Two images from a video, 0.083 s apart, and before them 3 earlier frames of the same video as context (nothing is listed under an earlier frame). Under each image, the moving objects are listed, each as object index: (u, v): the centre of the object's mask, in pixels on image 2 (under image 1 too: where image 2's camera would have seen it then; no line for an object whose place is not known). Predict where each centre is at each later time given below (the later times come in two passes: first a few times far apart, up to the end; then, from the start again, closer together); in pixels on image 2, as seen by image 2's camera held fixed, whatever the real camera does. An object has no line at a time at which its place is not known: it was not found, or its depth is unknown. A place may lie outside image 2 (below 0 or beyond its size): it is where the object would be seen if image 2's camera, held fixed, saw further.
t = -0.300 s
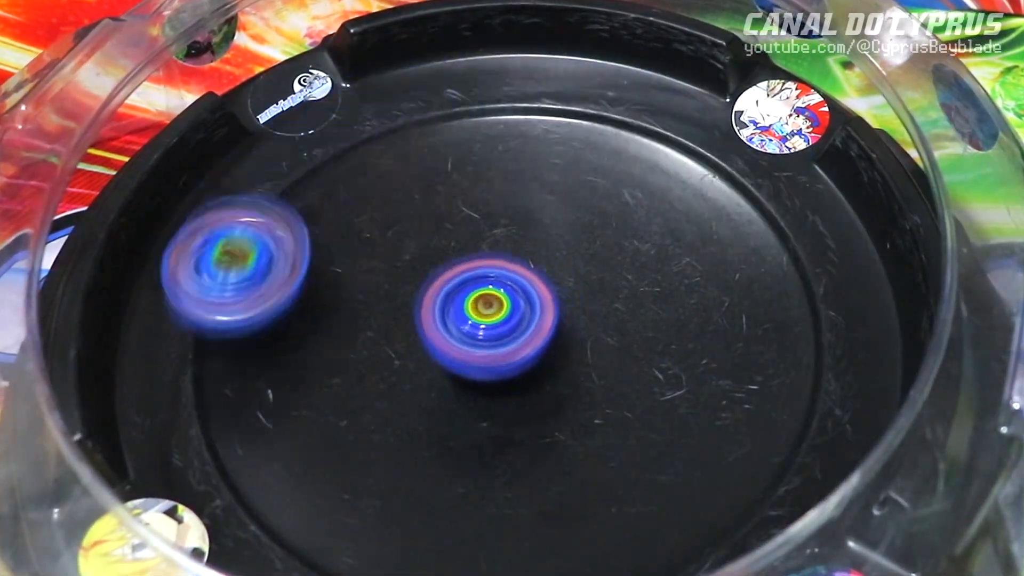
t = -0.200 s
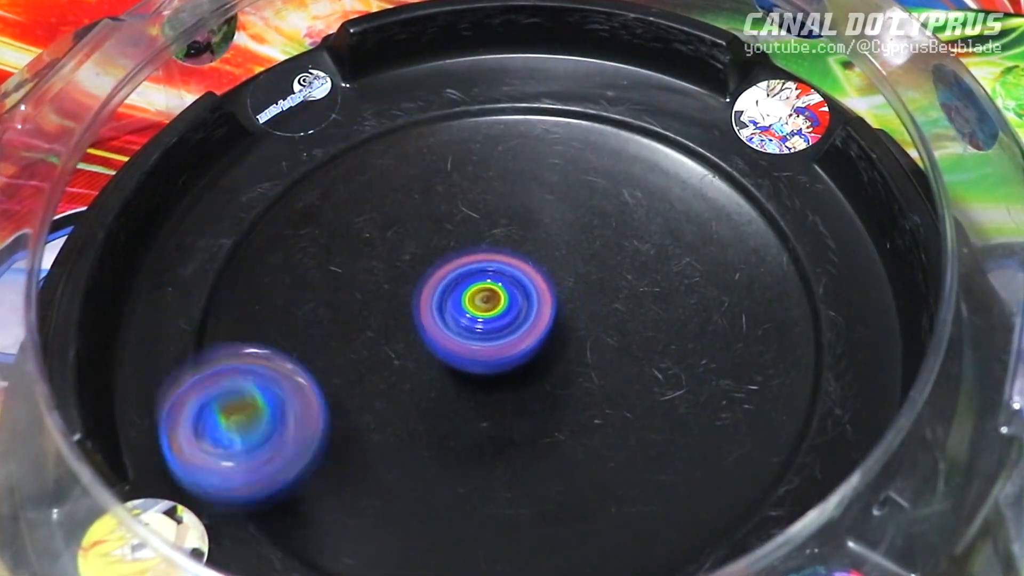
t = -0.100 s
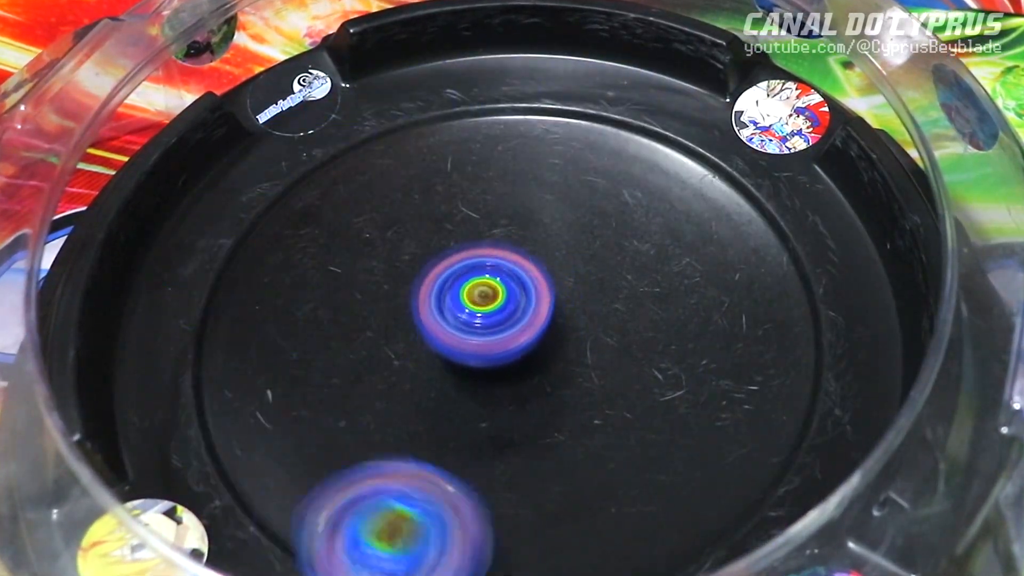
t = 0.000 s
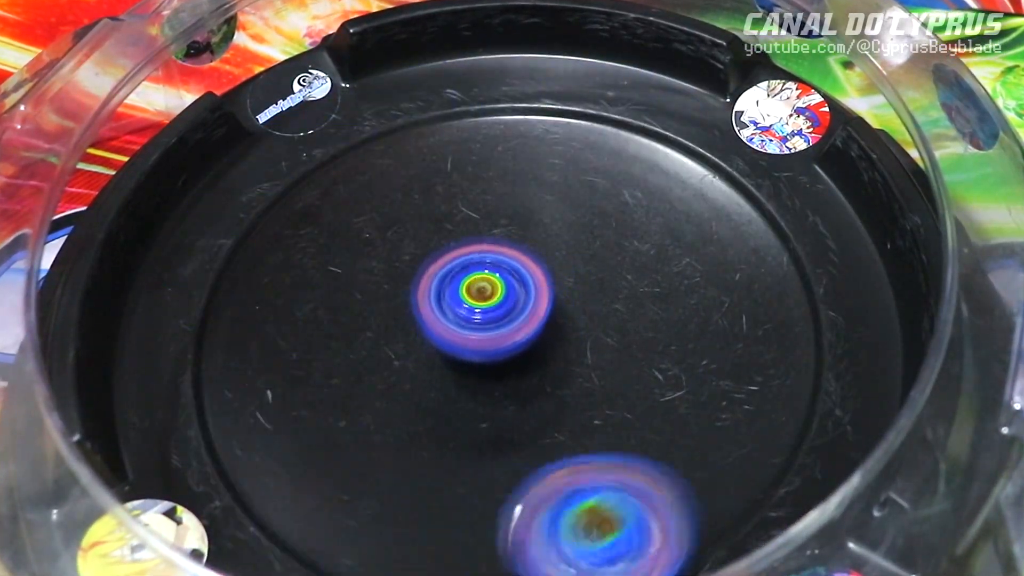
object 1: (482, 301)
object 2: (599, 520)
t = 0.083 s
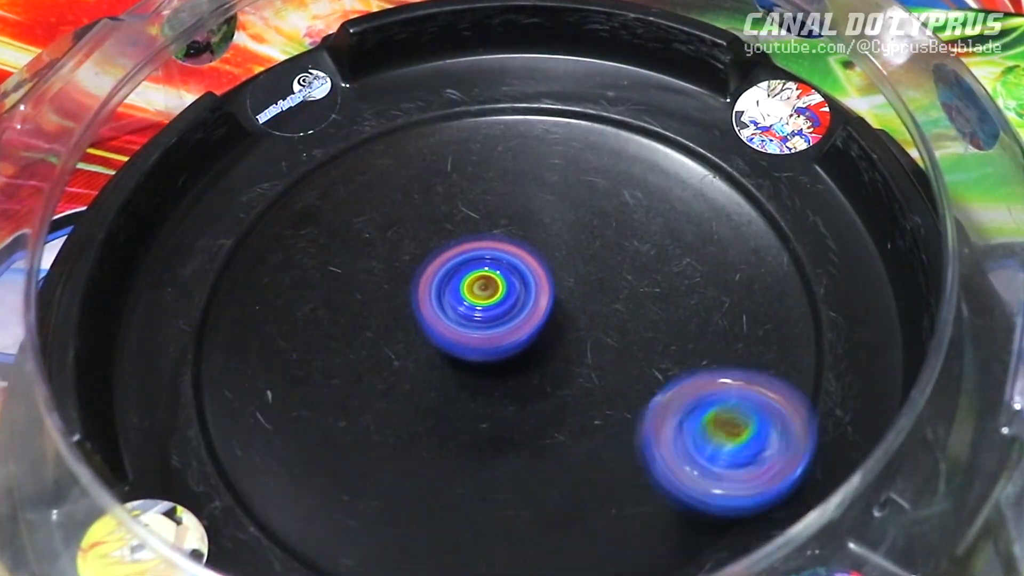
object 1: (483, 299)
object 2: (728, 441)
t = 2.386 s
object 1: (442, 308)
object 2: (609, 402)
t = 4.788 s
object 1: (565, 274)
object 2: (445, 404)
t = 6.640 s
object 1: (592, 344)
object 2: (482, 295)
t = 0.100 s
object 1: (483, 298)
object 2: (740, 417)
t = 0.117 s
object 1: (483, 298)
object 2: (755, 393)
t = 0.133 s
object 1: (483, 298)
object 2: (761, 369)
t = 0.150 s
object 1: (484, 298)
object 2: (767, 345)
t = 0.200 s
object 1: (484, 298)
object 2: (759, 277)
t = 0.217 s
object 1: (485, 298)
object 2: (753, 258)
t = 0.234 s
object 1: (485, 298)
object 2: (741, 236)
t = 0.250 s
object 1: (486, 298)
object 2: (730, 220)
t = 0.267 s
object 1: (487, 299)
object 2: (715, 202)
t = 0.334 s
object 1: (490, 300)
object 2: (640, 153)
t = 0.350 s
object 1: (492, 300)
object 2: (620, 147)
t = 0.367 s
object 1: (493, 301)
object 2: (597, 139)
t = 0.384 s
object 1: (495, 301)
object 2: (575, 135)
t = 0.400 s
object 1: (495, 302)
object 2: (552, 131)
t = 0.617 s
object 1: (511, 308)
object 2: (296, 237)
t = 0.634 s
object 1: (512, 309)
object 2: (288, 255)
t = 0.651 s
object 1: (513, 309)
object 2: (279, 272)
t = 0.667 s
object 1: (514, 310)
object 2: (277, 291)
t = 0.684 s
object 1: (514, 310)
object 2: (273, 308)
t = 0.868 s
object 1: (521, 319)
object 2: (427, 459)
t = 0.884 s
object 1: (521, 320)
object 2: (447, 463)
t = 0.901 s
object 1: (521, 321)
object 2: (475, 463)
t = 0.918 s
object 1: (521, 321)
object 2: (495, 462)
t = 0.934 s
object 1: (521, 321)
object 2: (521, 457)
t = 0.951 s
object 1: (521, 320)
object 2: (541, 453)
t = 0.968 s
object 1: (520, 320)
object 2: (565, 444)
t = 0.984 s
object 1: (520, 320)
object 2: (583, 437)
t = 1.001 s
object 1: (520, 315)
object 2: (606, 432)
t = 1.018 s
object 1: (519, 309)
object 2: (623, 430)
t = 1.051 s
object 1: (517, 301)
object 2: (655, 414)
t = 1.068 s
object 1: (516, 299)
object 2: (671, 404)
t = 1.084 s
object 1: (516, 297)
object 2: (685, 396)
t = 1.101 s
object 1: (515, 296)
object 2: (694, 382)
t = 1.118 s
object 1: (512, 293)
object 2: (703, 374)
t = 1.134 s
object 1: (511, 290)
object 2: (707, 361)
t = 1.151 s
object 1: (510, 286)
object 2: (713, 352)
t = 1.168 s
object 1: (510, 283)
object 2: (713, 341)
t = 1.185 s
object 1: (510, 281)
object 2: (716, 331)
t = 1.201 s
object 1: (510, 279)
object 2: (712, 320)
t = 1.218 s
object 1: (508, 277)
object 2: (712, 310)
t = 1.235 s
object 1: (508, 274)
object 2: (704, 299)
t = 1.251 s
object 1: (507, 271)
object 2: (700, 291)
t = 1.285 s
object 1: (506, 267)
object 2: (683, 273)
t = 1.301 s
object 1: (506, 264)
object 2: (673, 266)
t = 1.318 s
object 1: (505, 262)
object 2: (662, 258)
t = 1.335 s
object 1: (503, 259)
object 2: (652, 252)
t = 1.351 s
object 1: (494, 256)
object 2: (647, 245)
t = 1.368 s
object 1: (487, 253)
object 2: (642, 241)
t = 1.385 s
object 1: (483, 251)
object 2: (634, 236)
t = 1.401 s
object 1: (477, 249)
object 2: (627, 234)
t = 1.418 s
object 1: (472, 250)
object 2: (616, 229)
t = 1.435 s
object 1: (463, 249)
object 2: (613, 228)
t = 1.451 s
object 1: (452, 249)
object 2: (608, 226)
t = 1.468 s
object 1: (441, 249)
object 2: (607, 224)
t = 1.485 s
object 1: (432, 248)
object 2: (600, 225)
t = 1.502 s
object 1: (422, 247)
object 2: (596, 223)
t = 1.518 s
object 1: (414, 247)
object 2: (590, 225)
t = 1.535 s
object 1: (406, 247)
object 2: (583, 224)
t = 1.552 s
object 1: (398, 248)
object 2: (577, 227)
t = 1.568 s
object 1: (392, 248)
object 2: (568, 228)
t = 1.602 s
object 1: (380, 248)
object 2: (552, 236)
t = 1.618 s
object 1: (376, 248)
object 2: (546, 240)
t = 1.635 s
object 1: (375, 248)
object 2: (538, 247)
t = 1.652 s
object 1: (372, 249)
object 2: (532, 252)
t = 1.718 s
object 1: (359, 253)
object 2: (504, 279)
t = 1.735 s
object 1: (356, 255)
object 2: (500, 288)
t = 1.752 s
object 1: (356, 256)
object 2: (493, 296)
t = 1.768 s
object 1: (350, 256)
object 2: (493, 305)
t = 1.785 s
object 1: (347, 255)
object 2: (491, 317)
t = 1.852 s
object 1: (344, 256)
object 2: (493, 354)
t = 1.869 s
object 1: (340, 256)
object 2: (491, 361)
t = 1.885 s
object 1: (338, 256)
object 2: (494, 369)
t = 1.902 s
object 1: (339, 257)
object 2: (494, 377)
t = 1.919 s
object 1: (341, 258)
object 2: (498, 383)
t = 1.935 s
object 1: (340, 261)
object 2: (500, 391)
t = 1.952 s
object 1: (341, 263)
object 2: (503, 394)
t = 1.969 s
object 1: (341, 264)
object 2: (507, 400)
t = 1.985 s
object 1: (344, 266)
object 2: (508, 402)
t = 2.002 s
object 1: (348, 269)
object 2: (513, 406)
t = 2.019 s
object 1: (351, 271)
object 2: (514, 409)
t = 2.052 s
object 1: (354, 276)
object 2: (521, 413)
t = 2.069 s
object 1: (357, 277)
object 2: (523, 413)
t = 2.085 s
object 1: (360, 279)
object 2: (526, 415)
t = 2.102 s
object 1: (364, 282)
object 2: (526, 415)
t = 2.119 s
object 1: (367, 285)
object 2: (530, 415)
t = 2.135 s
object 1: (369, 288)
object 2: (530, 415)
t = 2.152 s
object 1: (379, 293)
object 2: (533, 413)
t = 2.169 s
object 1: (384, 297)
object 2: (536, 413)
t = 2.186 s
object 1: (391, 300)
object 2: (537, 410)
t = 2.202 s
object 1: (401, 306)
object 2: (541, 408)
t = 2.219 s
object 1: (405, 310)
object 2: (540, 405)
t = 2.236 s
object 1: (416, 314)
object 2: (543, 400)
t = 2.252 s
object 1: (423, 319)
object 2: (543, 398)
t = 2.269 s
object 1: (427, 318)
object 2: (548, 396)
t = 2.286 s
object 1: (434, 319)
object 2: (556, 396)
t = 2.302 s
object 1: (436, 318)
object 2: (562, 397)
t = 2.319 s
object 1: (437, 313)
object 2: (576, 400)
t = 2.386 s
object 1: (442, 308)
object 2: (609, 402)
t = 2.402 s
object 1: (444, 307)
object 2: (617, 399)
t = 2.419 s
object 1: (445, 305)
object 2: (623, 397)
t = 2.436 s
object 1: (448, 304)
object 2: (627, 392)
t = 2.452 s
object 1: (451, 304)
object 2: (634, 388)
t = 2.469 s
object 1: (452, 303)
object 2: (634, 384)
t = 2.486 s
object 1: (455, 302)
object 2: (638, 378)
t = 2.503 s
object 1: (456, 303)
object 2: (640, 375)
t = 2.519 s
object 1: (458, 301)
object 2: (639, 369)
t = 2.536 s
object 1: (462, 301)
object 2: (641, 363)
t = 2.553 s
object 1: (464, 300)
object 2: (638, 359)
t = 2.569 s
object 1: (468, 300)
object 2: (636, 352)
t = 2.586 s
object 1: (471, 301)
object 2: (634, 348)
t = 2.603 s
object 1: (472, 301)
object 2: (628, 342)
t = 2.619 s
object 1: (475, 301)
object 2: (625, 336)
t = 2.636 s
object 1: (475, 301)
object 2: (620, 333)
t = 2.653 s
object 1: (467, 296)
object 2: (624, 329)
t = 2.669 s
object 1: (459, 289)
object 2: (632, 328)
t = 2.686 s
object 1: (454, 286)
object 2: (633, 327)
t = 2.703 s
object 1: (452, 285)
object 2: (637, 323)
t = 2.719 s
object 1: (451, 283)
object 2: (638, 322)
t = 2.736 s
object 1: (446, 283)
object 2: (637, 318)
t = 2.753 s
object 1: (442, 280)
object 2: (639, 314)
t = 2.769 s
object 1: (438, 279)
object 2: (637, 312)
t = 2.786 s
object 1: (437, 278)
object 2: (634, 308)
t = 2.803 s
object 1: (437, 277)
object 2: (633, 305)
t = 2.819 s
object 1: (437, 277)
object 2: (628, 303)
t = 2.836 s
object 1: (436, 278)
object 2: (623, 298)
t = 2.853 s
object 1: (435, 278)
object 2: (619, 297)
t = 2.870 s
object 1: (431, 278)
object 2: (610, 296)
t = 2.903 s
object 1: (429, 274)
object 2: (599, 292)
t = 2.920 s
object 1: (430, 273)
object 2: (589, 290)
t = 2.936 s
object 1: (432, 273)
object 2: (584, 289)
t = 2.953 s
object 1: (430, 273)
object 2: (578, 291)
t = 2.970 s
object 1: (420, 269)
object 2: (578, 291)
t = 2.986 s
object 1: (412, 267)
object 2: (581, 294)
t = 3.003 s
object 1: (409, 266)
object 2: (579, 297)
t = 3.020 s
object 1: (409, 265)
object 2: (578, 296)
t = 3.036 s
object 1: (409, 265)
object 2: (576, 299)
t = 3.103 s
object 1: (406, 267)
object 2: (563, 306)
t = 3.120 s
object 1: (403, 267)
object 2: (562, 308)
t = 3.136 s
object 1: (402, 265)
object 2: (557, 312)
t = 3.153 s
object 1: (405, 264)
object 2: (551, 314)
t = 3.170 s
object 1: (408, 263)
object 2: (549, 316)
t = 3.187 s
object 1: (410, 265)
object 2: (545, 321)
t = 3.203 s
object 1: (409, 265)
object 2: (541, 324)
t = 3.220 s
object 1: (407, 265)
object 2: (542, 329)
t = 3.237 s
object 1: (405, 263)
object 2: (541, 336)
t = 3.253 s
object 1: (408, 262)
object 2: (538, 338)
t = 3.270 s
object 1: (412, 262)
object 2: (539, 343)
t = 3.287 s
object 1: (415, 263)
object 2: (537, 349)
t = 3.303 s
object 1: (416, 266)
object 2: (535, 351)
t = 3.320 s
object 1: (416, 268)
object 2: (536, 355)
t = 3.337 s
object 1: (415, 269)
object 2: (533, 360)
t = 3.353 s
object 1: (417, 269)
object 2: (532, 361)
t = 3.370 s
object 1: (420, 270)
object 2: (532, 364)
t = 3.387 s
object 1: (422, 272)
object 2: (528, 369)
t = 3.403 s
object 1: (425, 274)
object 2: (526, 369)
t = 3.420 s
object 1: (426, 277)
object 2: (526, 372)
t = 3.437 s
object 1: (427, 279)
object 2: (522, 375)
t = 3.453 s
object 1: (431, 280)
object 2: (522, 378)
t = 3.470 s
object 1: (434, 277)
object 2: (526, 384)
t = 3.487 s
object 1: (437, 275)
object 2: (528, 393)
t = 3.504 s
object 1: (440, 275)
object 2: (531, 397)
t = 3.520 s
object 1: (444, 278)
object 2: (536, 403)
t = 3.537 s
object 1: (444, 282)
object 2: (536, 408)
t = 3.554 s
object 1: (442, 283)
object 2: (540, 409)
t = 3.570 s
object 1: (441, 284)
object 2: (543, 412)
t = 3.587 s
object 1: (442, 285)
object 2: (543, 415)
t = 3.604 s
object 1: (442, 285)
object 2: (545, 415)
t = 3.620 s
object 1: (443, 285)
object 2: (549, 417)
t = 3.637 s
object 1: (445, 286)
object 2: (548, 418)
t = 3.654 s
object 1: (447, 287)
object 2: (550, 416)
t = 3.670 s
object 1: (449, 288)
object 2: (552, 417)
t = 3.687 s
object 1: (450, 290)
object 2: (551, 416)
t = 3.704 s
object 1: (450, 294)
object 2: (552, 414)
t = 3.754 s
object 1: (453, 301)
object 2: (551, 404)
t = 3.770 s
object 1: (453, 303)
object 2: (551, 400)
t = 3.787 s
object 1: (453, 304)
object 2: (550, 400)
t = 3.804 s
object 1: (451, 299)
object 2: (550, 401)
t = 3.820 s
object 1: (449, 294)
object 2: (557, 404)
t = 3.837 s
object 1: (448, 291)
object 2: (559, 407)
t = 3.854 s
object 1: (449, 291)
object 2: (558, 406)
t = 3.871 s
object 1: (450, 290)
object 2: (560, 405)
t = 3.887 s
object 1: (448, 288)
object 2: (561, 406)
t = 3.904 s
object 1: (447, 288)
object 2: (560, 405)
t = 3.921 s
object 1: (446, 288)
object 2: (562, 403)
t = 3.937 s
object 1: (444, 287)
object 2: (563, 402)
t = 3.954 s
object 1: (442, 285)
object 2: (561, 401)
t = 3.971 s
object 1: (443, 284)
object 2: (560, 397)
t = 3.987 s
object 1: (443, 284)
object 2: (560, 394)
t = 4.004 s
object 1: (445, 283)
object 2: (557, 392)
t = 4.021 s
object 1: (446, 283)
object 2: (554, 386)
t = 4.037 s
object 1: (448, 283)
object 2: (554, 381)
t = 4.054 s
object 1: (448, 284)
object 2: (551, 378)
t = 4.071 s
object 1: (446, 284)
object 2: (545, 374)
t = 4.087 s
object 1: (444, 279)
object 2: (548, 374)
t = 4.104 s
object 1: (442, 272)
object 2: (550, 378)
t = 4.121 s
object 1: (442, 267)
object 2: (549, 379)
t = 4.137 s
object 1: (444, 264)
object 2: (549, 378)
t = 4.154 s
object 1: (446, 260)
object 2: (549, 378)
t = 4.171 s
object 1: (447, 258)
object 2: (546, 378)
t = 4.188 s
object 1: (446, 255)
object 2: (542, 376)
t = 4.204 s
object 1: (446, 252)
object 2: (542, 372)
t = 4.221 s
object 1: (448, 250)
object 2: (540, 370)
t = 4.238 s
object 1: (450, 249)
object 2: (537, 367)
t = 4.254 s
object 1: (451, 250)
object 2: (533, 363)
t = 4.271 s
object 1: (453, 249)
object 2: (533, 359)
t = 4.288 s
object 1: (456, 249)
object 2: (530, 358)
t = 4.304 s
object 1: (456, 248)
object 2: (525, 357)
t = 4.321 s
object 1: (456, 243)
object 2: (522, 357)
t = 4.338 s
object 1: (457, 236)
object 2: (524, 358)
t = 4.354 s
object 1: (461, 233)
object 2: (522, 362)
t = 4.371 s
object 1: (467, 233)
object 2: (517, 362)
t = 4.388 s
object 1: (472, 234)
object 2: (517, 361)
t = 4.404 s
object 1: (475, 234)
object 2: (516, 362)
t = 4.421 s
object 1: (479, 232)
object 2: (513, 364)
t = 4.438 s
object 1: (484, 233)
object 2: (509, 363)
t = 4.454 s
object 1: (488, 233)
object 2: (508, 361)
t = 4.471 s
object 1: (490, 234)
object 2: (507, 362)
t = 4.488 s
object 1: (495, 234)
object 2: (503, 363)
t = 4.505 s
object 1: (501, 235)
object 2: (500, 360)
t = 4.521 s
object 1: (505, 237)
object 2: (500, 360)
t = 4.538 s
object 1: (509, 235)
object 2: (495, 367)
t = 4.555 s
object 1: (515, 230)
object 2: (487, 373)
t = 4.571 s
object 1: (522, 226)
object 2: (484, 376)
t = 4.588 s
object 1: (531, 226)
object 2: (482, 380)
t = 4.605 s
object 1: (539, 228)
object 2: (479, 387)
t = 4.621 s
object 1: (544, 231)
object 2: (471, 391)
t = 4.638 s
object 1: (548, 234)
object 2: (469, 393)
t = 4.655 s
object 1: (549, 238)
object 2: (467, 396)
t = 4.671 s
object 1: (550, 242)
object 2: (463, 400)
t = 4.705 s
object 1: (556, 249)
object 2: (456, 402)
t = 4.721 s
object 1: (558, 253)
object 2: (454, 403)
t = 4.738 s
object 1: (560, 257)
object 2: (450, 406)
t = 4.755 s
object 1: (563, 262)
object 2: (445, 406)
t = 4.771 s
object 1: (564, 267)
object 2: (444, 405)
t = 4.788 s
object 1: (565, 274)
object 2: (445, 404)
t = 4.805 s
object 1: (564, 280)
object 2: (443, 405)
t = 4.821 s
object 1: (564, 287)
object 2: (440, 403)
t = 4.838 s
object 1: (562, 294)
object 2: (439, 401)
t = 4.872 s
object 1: (557, 307)
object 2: (439, 397)
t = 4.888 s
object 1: (553, 312)
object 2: (437, 394)
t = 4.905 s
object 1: (557, 312)
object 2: (427, 393)
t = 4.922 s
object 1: (568, 310)
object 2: (418, 394)
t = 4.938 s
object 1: (571, 309)
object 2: (409, 394)
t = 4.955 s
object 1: (576, 310)
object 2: (400, 394)
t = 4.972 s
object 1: (578, 311)
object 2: (391, 391)
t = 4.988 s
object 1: (580, 315)
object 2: (388, 389)
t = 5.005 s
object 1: (580, 318)
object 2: (386, 387)
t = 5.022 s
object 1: (578, 321)
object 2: (382, 386)
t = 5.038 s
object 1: (574, 324)
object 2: (378, 383)
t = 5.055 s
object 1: (570, 326)
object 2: (375, 379)
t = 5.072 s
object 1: (568, 326)
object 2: (375, 375)
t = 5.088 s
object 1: (566, 326)
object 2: (376, 374)
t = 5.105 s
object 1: (565, 325)
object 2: (374, 371)
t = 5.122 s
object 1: (566, 324)
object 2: (374, 366)
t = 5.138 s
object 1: (565, 324)
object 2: (375, 361)
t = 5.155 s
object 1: (565, 324)
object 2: (380, 357)
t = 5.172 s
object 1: (564, 324)
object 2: (382, 355)
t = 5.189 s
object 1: (564, 324)
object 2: (383, 350)
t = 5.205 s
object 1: (562, 323)
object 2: (386, 345)
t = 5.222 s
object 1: (560, 322)
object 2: (391, 339)
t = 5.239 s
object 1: (556, 320)
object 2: (399, 337)
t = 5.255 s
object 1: (551, 318)
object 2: (402, 333)
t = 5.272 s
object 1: (548, 316)
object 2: (405, 327)
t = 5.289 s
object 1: (550, 315)
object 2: (406, 320)
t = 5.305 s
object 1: (560, 320)
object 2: (403, 310)
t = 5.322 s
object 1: (570, 325)
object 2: (399, 302)
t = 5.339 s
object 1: (578, 333)
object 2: (394, 295)
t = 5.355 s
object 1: (584, 340)
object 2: (389, 286)
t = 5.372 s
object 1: (586, 343)
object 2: (384, 276)
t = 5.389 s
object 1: (589, 345)
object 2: (382, 267)
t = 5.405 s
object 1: (592, 347)
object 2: (383, 257)
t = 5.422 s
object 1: (594, 349)
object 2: (390, 252)
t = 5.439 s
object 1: (595, 351)
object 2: (396, 251)
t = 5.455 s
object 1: (596, 352)
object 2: (399, 250)
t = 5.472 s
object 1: (597, 353)
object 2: (403, 249)
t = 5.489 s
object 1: (597, 353)
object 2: (408, 248)
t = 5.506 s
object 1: (597, 354)
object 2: (411, 248)
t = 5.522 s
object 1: (596, 353)
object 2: (415, 249)
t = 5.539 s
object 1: (595, 353)
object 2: (422, 251)
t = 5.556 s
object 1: (594, 353)
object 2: (427, 255)
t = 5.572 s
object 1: (593, 353)
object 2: (432, 260)
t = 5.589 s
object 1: (591, 353)
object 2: (436, 264)
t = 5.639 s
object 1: (587, 355)
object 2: (450, 274)
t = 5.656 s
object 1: (586, 356)
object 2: (457, 279)
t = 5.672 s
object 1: (585, 357)
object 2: (460, 282)
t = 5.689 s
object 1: (584, 358)
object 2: (462, 287)
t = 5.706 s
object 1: (584, 358)
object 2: (465, 292)
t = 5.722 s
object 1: (584, 358)
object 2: (469, 299)
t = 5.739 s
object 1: (584, 357)
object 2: (473, 306)
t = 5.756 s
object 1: (585, 356)
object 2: (480, 308)
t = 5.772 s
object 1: (587, 357)
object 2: (483, 312)
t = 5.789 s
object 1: (588, 357)
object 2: (483, 316)
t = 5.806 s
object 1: (589, 359)
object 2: (481, 319)
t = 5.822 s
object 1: (590, 362)
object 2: (476, 320)
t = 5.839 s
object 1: (592, 365)
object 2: (474, 322)
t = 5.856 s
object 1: (592, 368)
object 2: (470, 325)
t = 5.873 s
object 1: (592, 370)
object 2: (466, 328)
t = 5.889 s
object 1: (592, 372)
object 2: (463, 325)
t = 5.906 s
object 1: (592, 373)
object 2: (463, 324)
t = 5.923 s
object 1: (593, 375)
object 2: (461, 324)
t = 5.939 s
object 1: (593, 376)
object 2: (457, 322)
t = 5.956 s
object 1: (593, 376)
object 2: (462, 329)
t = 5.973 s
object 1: (593, 375)
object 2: (459, 324)
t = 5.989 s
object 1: (592, 374)
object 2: (455, 317)
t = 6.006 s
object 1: (591, 373)
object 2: (457, 317)
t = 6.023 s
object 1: (591, 371)
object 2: (460, 320)
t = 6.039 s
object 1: (590, 370)
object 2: (467, 326)
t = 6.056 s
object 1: (589, 368)
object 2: (465, 325)
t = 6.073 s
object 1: (589, 366)
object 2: (465, 314)
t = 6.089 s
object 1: (588, 364)
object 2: (466, 314)
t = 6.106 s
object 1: (588, 361)
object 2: (476, 317)
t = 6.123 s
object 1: (589, 359)
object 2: (473, 308)
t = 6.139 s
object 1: (589, 356)
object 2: (485, 307)
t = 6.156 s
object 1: (589, 353)
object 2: (482, 307)
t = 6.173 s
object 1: (590, 350)
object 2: (481, 306)
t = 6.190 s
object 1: (592, 347)
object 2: (479, 305)
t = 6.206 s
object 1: (593, 344)
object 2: (477, 302)
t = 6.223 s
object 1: (595, 342)
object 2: (478, 300)
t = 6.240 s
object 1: (596, 340)
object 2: (479, 299)
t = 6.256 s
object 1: (598, 339)
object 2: (480, 298)
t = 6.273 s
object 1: (600, 337)
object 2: (481, 297)
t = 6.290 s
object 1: (602, 336)
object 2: (482, 295)
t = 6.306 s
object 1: (603, 335)
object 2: (483, 294)
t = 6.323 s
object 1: (604, 334)
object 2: (484, 292)
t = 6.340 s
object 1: (605, 333)
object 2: (485, 290)
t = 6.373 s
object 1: (607, 332)
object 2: (486, 287)
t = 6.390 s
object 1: (607, 332)
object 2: (487, 285)
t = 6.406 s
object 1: (608, 331)
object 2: (488, 284)
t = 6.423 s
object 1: (607, 332)
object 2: (488, 284)
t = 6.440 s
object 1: (607, 332)
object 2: (488, 284)
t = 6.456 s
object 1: (606, 332)
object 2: (487, 285)
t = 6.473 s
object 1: (605, 333)
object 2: (487, 286)
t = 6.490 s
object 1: (605, 333)
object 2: (486, 288)
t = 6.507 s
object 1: (604, 334)
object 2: (486, 290)
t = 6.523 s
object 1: (603, 334)
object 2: (485, 291)
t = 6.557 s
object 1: (600, 336)
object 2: (483, 293)
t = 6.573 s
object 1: (598, 338)
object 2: (483, 294)
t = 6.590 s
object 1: (596, 339)
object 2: (483, 294)
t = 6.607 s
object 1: (595, 340)
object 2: (482, 295)
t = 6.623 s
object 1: (594, 342)
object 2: (482, 295)
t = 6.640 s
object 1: (592, 344)
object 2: (482, 295)
